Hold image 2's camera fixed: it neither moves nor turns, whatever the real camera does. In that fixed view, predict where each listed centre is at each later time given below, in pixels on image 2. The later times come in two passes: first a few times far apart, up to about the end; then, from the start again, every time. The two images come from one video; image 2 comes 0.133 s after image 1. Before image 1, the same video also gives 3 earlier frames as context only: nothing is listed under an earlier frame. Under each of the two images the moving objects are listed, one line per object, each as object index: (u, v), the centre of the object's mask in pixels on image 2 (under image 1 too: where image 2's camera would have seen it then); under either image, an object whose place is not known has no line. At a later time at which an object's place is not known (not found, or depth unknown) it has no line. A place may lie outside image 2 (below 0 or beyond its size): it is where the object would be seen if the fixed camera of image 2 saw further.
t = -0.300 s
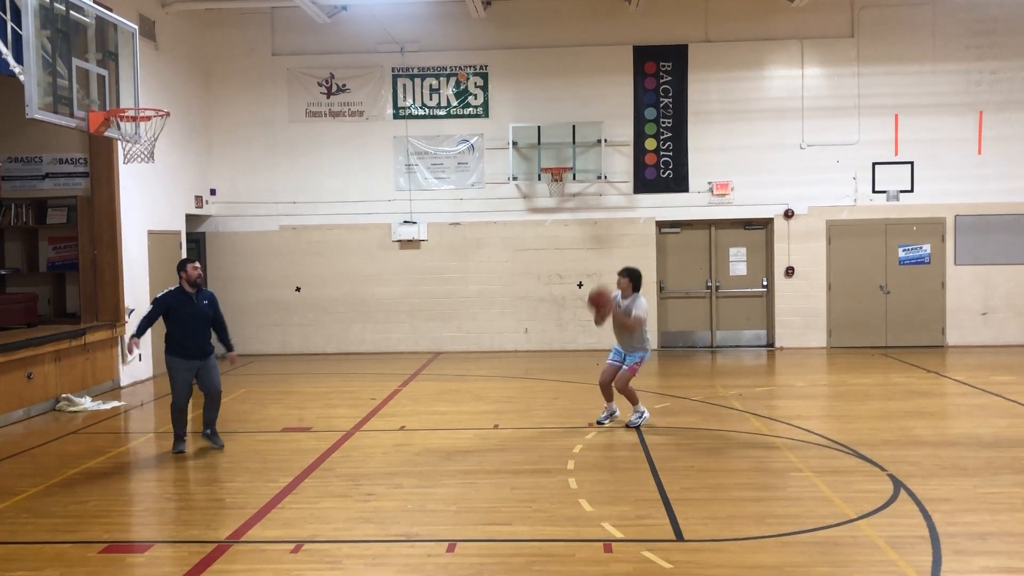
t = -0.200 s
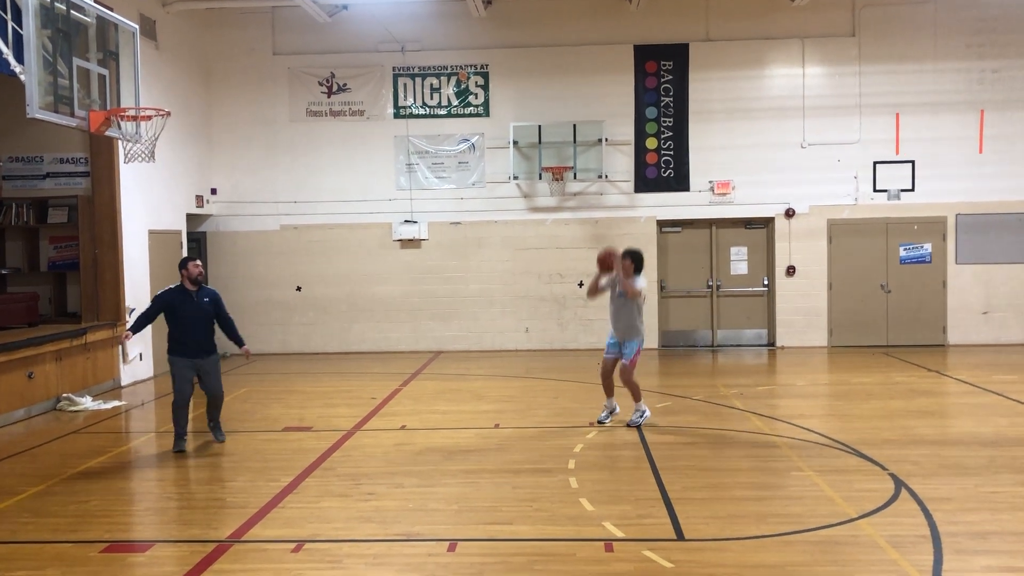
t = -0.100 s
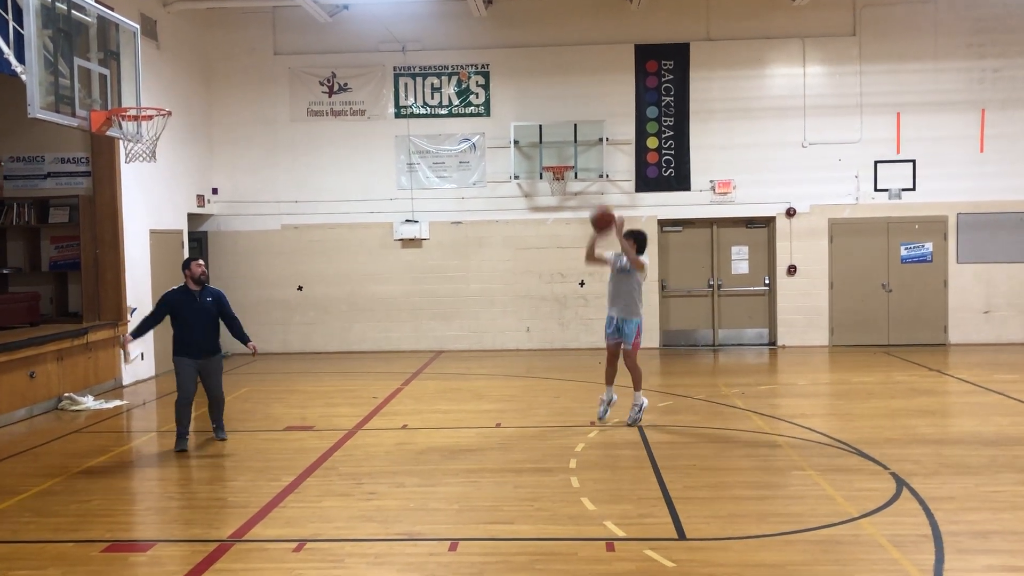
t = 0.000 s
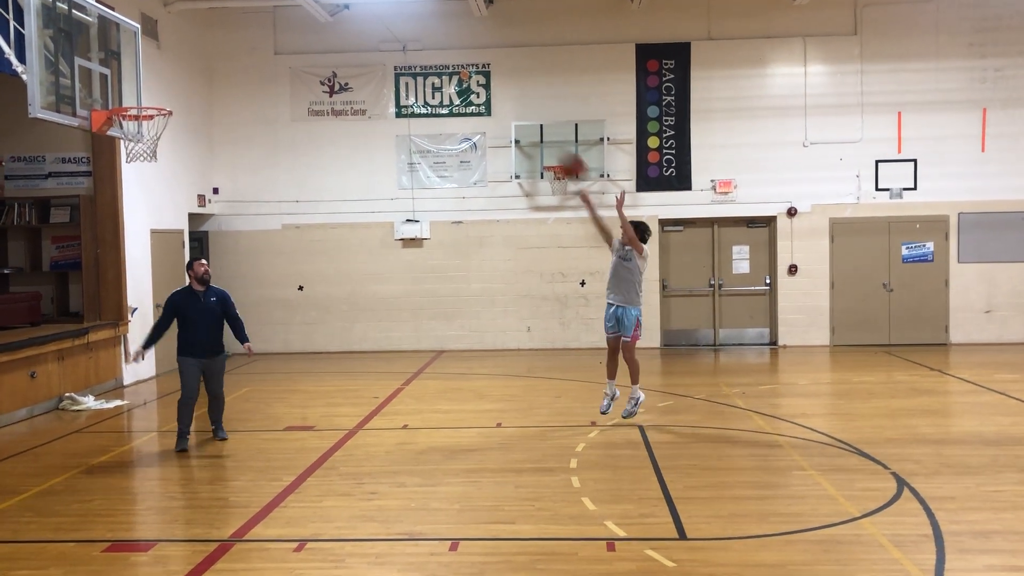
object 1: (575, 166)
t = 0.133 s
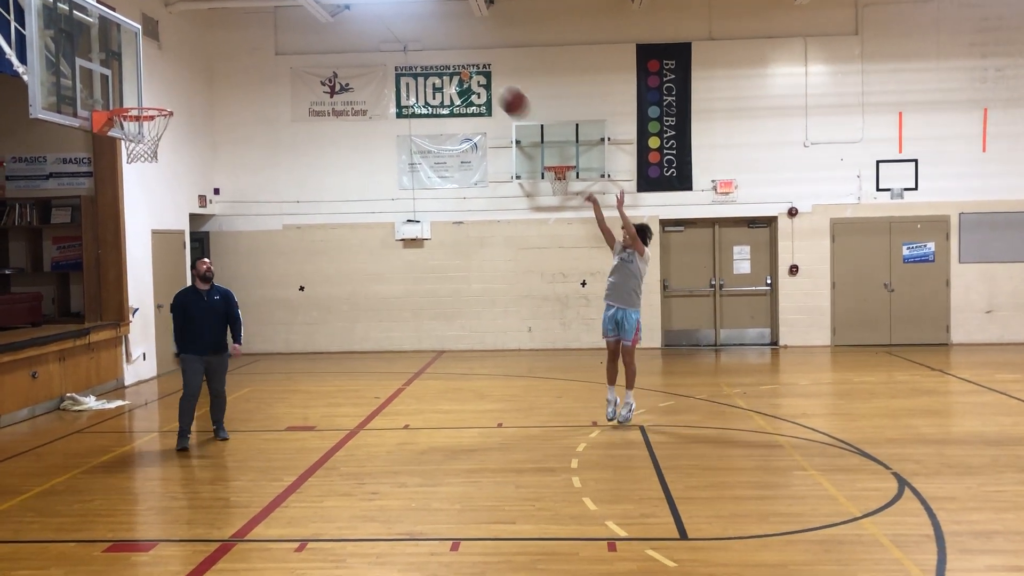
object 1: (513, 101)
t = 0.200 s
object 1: (484, 76)
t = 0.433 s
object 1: (374, 21)
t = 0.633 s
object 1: (278, 19)
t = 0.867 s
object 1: (162, 77)
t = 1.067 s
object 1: (142, 118)
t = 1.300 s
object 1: (137, 143)
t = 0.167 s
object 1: (500, 89)
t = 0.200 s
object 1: (484, 76)
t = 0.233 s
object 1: (467, 63)
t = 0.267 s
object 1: (452, 54)
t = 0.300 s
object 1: (436, 45)
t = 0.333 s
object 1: (421, 37)
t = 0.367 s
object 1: (405, 31)
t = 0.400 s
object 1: (390, 25)
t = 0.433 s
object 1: (374, 21)
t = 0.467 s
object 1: (359, 18)
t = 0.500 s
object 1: (342, 15)
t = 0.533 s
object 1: (325, 14)
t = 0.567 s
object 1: (310, 15)
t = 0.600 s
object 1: (293, 18)
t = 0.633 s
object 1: (278, 19)
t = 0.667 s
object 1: (261, 25)
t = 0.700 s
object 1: (245, 29)
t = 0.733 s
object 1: (228, 36)
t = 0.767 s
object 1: (212, 44)
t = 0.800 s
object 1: (196, 54)
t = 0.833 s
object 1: (180, 64)
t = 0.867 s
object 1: (162, 77)
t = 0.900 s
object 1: (146, 90)
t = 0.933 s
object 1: (128, 100)
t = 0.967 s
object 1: (137, 111)
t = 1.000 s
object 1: (149, 112)
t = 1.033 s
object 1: (148, 114)
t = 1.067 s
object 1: (142, 118)
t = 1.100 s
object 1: (137, 122)
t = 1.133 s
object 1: (136, 127)
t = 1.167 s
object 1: (135, 134)
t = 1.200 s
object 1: (134, 141)
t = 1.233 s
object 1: (134, 143)
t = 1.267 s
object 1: (135, 143)
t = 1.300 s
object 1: (137, 143)
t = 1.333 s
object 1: (139, 145)
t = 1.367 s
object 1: (140, 147)
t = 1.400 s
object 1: (143, 155)
